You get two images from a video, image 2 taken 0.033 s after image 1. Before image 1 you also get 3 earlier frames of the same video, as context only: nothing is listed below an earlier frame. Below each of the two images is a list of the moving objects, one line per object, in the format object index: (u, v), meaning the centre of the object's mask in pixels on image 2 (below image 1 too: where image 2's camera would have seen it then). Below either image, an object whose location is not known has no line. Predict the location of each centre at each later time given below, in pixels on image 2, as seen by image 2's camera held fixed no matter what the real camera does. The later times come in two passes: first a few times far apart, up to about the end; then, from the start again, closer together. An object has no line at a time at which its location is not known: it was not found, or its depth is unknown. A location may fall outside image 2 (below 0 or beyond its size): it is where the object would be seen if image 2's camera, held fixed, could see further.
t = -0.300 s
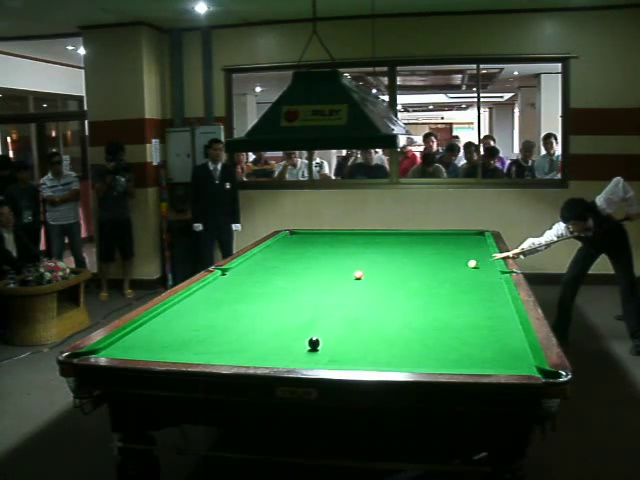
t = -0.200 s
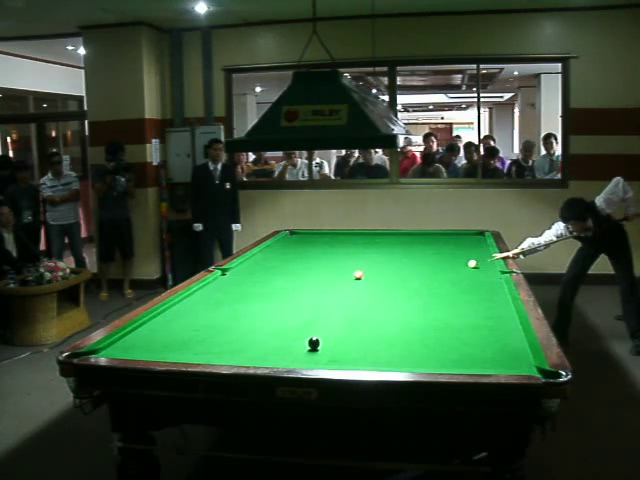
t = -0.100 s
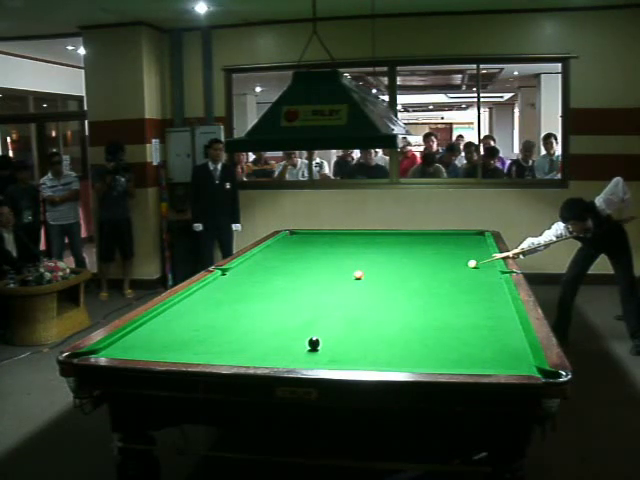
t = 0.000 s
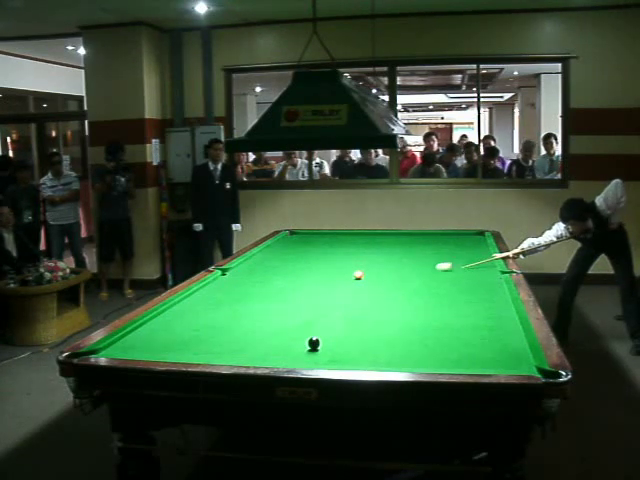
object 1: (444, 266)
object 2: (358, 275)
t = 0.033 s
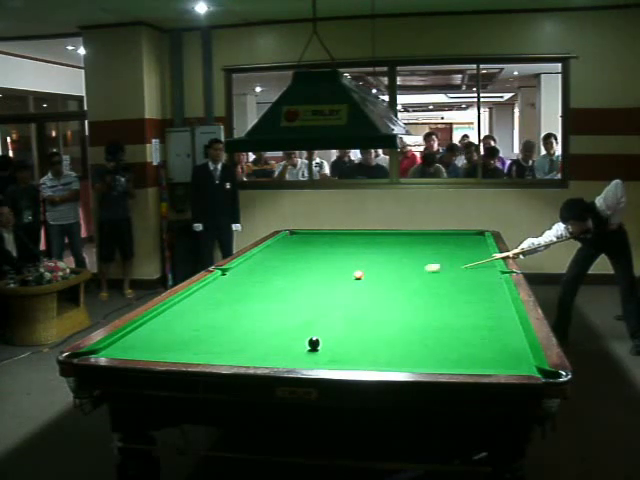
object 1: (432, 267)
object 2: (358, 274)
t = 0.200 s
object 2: (358, 275)
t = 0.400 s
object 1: (360, 279)
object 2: (324, 274)
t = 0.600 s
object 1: (351, 285)
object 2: (291, 273)
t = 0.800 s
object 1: (342, 291)
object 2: (260, 273)
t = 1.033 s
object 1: (331, 299)
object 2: (226, 272)
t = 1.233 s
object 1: (321, 307)
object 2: (232, 269)
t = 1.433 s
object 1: (310, 314)
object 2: (239, 267)
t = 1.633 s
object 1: (299, 321)
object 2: (245, 264)
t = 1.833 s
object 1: (288, 330)
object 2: (251, 262)
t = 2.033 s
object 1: (275, 338)
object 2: (257, 260)
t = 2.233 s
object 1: (263, 347)
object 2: (262, 258)
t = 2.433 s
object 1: (250, 355)
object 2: (266, 256)
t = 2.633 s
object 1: (243, 358)
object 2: (270, 255)
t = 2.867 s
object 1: (248, 354)
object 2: (275, 253)
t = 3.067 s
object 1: (252, 349)
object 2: (278, 252)
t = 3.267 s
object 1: (256, 345)
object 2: (281, 251)
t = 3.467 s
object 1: (259, 341)
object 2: (284, 250)
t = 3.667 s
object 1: (262, 337)
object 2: (286, 248)
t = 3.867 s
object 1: (265, 334)
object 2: (289, 248)
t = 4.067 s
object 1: (268, 331)
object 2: (291, 247)
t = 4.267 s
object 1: (270, 329)
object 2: (293, 246)
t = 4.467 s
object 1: (272, 327)
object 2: (294, 246)
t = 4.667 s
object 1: (275, 326)
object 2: (295, 245)
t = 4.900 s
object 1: (277, 324)
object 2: (296, 245)
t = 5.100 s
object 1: (278, 322)
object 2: (297, 244)
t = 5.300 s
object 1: (280, 321)
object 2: (297, 244)
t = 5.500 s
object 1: (280, 321)
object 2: (297, 244)
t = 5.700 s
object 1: (281, 321)
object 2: (297, 244)
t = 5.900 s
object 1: (281, 320)
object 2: (297, 244)
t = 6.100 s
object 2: (298, 243)
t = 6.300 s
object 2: (298, 243)
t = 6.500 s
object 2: (298, 243)
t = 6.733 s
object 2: (298, 243)
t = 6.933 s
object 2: (298, 243)
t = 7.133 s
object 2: (298, 243)
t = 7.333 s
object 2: (298, 243)
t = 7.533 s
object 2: (298, 243)
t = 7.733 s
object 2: (298, 243)
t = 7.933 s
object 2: (298, 243)
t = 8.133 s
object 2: (298, 243)
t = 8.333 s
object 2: (298, 243)
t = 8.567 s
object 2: (298, 243)
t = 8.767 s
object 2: (298, 243)
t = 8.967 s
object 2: (298, 243)
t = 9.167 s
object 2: (298, 243)
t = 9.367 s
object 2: (298, 243)
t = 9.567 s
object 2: (298, 243)
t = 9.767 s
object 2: (298, 243)
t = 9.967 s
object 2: (298, 243)
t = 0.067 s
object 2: (358, 274)
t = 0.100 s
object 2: (358, 275)
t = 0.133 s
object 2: (358, 275)
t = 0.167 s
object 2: (358, 274)
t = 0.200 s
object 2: (358, 275)
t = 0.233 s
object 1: (370, 274)
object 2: (358, 275)
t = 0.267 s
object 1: (364, 275)
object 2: (353, 274)
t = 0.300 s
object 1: (363, 276)
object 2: (345, 274)
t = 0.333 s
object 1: (362, 277)
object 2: (337, 274)
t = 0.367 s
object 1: (361, 278)
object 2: (330, 274)
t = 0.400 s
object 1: (360, 279)
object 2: (324, 274)
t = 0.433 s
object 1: (358, 280)
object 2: (318, 274)
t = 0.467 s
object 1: (357, 281)
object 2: (312, 274)
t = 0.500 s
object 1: (355, 282)
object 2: (307, 274)
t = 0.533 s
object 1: (354, 283)
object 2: (302, 274)
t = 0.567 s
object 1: (352, 284)
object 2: (296, 274)
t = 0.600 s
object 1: (351, 285)
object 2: (291, 273)
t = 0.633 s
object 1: (350, 286)
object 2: (286, 273)
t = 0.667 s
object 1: (348, 287)
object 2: (281, 273)
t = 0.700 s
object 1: (347, 288)
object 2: (275, 273)
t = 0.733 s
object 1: (345, 289)
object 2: (270, 273)
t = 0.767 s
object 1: (344, 290)
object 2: (265, 273)
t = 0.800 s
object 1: (342, 291)
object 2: (260, 273)
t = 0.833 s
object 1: (341, 292)
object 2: (255, 273)
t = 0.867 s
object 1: (339, 293)
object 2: (250, 273)
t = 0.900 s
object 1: (337, 295)
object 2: (245, 273)
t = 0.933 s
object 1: (336, 295)
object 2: (240, 272)
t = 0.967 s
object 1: (335, 297)
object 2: (235, 272)
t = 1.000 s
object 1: (333, 298)
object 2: (230, 272)
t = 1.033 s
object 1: (331, 299)
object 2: (226, 272)
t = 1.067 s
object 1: (329, 300)
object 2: (225, 272)
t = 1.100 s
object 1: (328, 302)
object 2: (226, 271)
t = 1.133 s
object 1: (326, 303)
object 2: (228, 271)
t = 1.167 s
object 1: (325, 304)
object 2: (229, 270)
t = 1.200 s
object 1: (323, 305)
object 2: (230, 270)
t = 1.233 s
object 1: (321, 307)
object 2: (232, 269)
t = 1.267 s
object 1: (319, 308)
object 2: (233, 269)
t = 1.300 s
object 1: (317, 309)
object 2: (235, 268)
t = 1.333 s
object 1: (315, 310)
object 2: (235, 268)
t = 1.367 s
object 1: (313, 311)
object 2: (237, 267)
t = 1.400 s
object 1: (312, 312)
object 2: (238, 267)
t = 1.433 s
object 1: (310, 314)
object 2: (239, 267)
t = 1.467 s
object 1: (308, 315)
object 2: (240, 266)
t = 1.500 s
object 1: (306, 316)
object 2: (241, 266)
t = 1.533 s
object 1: (305, 318)
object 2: (242, 265)
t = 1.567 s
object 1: (303, 319)
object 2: (243, 265)
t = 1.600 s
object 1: (301, 320)
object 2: (244, 265)
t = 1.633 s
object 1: (299, 321)
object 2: (245, 264)
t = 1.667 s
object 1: (297, 323)
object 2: (246, 264)
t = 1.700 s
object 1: (295, 324)
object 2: (247, 263)
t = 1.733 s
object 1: (294, 326)
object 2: (248, 263)
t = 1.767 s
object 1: (292, 327)
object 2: (249, 263)
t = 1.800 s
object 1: (289, 328)
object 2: (250, 262)
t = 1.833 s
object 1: (288, 330)
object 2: (251, 262)
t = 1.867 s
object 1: (286, 331)
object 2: (252, 262)
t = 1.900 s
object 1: (283, 333)
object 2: (253, 261)
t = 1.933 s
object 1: (281, 334)
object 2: (254, 261)
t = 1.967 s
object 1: (280, 335)
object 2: (255, 261)
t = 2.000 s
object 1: (277, 337)
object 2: (256, 260)
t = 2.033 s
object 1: (275, 338)
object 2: (257, 260)
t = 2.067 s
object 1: (273, 340)
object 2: (258, 260)
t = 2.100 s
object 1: (271, 341)
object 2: (259, 259)
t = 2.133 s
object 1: (269, 343)
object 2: (259, 259)
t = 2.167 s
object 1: (267, 344)
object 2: (261, 259)
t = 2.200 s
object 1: (265, 346)
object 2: (261, 259)
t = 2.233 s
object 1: (263, 347)
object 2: (262, 258)
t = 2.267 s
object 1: (261, 349)
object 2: (263, 258)
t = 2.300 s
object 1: (259, 350)
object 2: (263, 257)
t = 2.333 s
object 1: (257, 351)
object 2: (264, 257)
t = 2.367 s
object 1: (254, 353)
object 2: (265, 257)
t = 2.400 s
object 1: (252, 354)
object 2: (266, 257)
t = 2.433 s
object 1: (250, 355)
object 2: (266, 256)
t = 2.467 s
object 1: (248, 356)
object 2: (267, 256)
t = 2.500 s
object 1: (246, 357)
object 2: (268, 256)
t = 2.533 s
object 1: (244, 357)
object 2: (268, 256)
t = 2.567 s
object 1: (241, 358)
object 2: (269, 255)
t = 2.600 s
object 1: (243, 358)
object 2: (270, 255)
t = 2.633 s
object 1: (243, 358)
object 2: (270, 255)
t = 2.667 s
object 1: (244, 357)
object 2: (271, 254)
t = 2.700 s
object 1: (245, 357)
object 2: (272, 254)
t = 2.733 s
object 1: (245, 356)
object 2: (272, 254)
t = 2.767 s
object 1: (246, 356)
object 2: (273, 254)
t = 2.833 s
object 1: (247, 354)
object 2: (274, 253)
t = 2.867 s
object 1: (248, 354)
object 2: (275, 253)
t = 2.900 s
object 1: (249, 353)
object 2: (275, 253)
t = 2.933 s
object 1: (250, 352)
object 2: (276, 253)
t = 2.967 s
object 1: (250, 351)
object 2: (276, 252)
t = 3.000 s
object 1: (251, 350)
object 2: (277, 252)
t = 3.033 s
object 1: (251, 350)
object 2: (277, 252)
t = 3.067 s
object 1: (252, 349)
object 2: (278, 252)
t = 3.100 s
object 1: (253, 348)
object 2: (279, 252)
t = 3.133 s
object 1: (254, 348)
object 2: (279, 251)
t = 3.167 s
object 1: (254, 347)
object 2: (279, 251)
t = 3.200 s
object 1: (255, 346)
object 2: (280, 251)
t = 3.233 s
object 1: (256, 345)
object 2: (281, 251)
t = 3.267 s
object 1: (256, 345)
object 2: (281, 251)
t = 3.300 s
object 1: (257, 344)
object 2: (282, 251)
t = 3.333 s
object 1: (257, 344)
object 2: (282, 250)
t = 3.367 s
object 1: (258, 343)
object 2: (283, 250)
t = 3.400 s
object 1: (258, 342)
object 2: (283, 250)
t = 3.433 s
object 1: (259, 341)
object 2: (284, 250)
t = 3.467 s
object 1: (259, 341)
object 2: (284, 250)
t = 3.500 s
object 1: (260, 340)
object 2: (284, 249)
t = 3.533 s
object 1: (260, 339)
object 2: (285, 249)
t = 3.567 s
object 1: (261, 339)
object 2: (285, 249)
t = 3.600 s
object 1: (261, 338)
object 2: (286, 249)
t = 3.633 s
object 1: (262, 338)
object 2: (286, 249)
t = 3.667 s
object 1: (262, 337)
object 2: (286, 248)
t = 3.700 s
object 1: (263, 337)
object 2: (287, 248)
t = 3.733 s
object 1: (263, 336)
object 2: (287, 248)
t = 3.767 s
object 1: (264, 336)
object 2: (288, 248)
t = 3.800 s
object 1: (264, 335)
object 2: (288, 248)
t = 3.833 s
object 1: (265, 335)
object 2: (288, 248)
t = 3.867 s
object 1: (265, 334)
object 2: (289, 248)
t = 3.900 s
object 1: (265, 334)
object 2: (289, 248)
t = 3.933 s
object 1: (266, 333)
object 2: (290, 247)
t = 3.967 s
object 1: (266, 333)
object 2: (290, 247)
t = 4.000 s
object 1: (267, 332)
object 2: (290, 247)
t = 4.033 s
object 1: (267, 332)
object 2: (290, 247)
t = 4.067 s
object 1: (268, 331)
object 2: (291, 247)
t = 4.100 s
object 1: (268, 331)
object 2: (291, 247)
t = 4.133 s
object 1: (269, 331)
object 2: (291, 247)
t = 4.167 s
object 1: (269, 330)
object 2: (292, 246)
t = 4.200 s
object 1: (270, 330)
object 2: (292, 246)
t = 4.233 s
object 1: (270, 329)
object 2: (292, 246)
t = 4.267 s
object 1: (270, 329)
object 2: (293, 246)
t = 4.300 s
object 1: (271, 329)
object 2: (293, 246)
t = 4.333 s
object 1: (271, 329)
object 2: (293, 246)
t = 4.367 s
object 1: (271, 328)
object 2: (293, 246)
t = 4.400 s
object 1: (272, 328)
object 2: (294, 246)
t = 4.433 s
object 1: (272, 328)
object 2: (294, 246)
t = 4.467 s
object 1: (272, 327)
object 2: (294, 246)
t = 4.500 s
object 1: (273, 327)
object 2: (294, 245)
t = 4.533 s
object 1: (273, 327)
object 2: (295, 245)
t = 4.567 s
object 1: (274, 326)
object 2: (295, 245)
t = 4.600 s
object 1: (274, 326)
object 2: (295, 245)
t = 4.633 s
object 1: (274, 326)
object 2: (295, 245)
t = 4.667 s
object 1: (275, 326)
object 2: (295, 245)
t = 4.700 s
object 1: (275, 325)
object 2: (295, 245)
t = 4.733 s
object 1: (275, 325)
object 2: (296, 245)
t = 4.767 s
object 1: (276, 325)
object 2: (296, 245)
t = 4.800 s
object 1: (276, 325)
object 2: (296, 245)
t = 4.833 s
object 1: (276, 324)
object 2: (296, 245)
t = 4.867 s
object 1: (276, 324)
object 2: (296, 245)
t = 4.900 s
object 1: (277, 324)
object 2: (296, 245)
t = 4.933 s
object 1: (277, 324)
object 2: (296, 245)
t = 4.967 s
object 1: (277, 323)
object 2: (296, 244)
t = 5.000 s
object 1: (277, 323)
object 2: (296, 244)
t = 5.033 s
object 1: (278, 323)
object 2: (297, 244)
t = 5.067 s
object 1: (278, 323)
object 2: (297, 244)
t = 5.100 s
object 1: (278, 322)
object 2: (297, 244)
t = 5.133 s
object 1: (279, 322)
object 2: (297, 244)
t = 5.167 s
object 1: (279, 322)
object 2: (297, 244)
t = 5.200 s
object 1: (279, 322)
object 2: (297, 244)
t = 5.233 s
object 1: (279, 322)
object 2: (297, 244)
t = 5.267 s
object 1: (279, 322)
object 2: (297, 244)
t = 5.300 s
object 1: (280, 321)
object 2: (297, 244)
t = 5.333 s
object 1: (280, 321)
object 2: (297, 244)
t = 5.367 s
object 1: (280, 321)
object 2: (297, 244)
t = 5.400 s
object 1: (280, 321)
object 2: (297, 244)
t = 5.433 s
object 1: (280, 321)
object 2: (297, 244)
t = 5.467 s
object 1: (280, 321)
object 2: (297, 244)
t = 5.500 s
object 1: (280, 321)
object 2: (297, 244)
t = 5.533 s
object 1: (281, 321)
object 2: (297, 244)
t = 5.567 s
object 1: (281, 321)
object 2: (297, 244)
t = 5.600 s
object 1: (281, 321)
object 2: (297, 244)
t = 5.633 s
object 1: (281, 321)
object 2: (297, 244)
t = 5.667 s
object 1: (281, 321)
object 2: (297, 244)
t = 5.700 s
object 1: (281, 321)
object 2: (297, 244)
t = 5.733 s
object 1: (281, 321)
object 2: (297, 244)
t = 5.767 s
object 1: (281, 320)
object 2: (297, 244)
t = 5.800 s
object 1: (281, 320)
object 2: (297, 244)
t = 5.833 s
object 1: (281, 320)
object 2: (297, 244)
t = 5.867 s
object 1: (281, 320)
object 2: (297, 244)
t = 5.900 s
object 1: (281, 320)
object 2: (297, 244)
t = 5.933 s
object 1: (281, 320)
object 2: (298, 243)
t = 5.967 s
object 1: (281, 320)
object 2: (298, 243)
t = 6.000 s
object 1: (281, 320)
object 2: (298, 243)
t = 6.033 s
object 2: (298, 243)
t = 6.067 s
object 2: (298, 243)
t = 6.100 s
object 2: (298, 243)
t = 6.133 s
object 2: (298, 243)
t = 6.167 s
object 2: (298, 243)
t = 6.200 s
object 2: (298, 243)
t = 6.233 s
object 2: (298, 243)
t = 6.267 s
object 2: (298, 243)
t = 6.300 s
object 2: (298, 243)
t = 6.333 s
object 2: (298, 243)
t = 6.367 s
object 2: (298, 243)
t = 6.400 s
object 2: (298, 243)
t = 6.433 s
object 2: (298, 243)
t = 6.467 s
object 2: (298, 243)
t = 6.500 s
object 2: (298, 243)
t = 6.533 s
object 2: (298, 243)
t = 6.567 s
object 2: (298, 243)
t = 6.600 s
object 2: (298, 243)
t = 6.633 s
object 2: (298, 243)
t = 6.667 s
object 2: (298, 243)
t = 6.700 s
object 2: (298, 243)
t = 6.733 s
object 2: (298, 243)
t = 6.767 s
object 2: (298, 243)
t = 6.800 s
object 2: (298, 243)
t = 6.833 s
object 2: (298, 243)
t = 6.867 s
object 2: (298, 243)
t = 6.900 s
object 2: (298, 243)
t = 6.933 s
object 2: (298, 243)
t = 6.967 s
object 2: (298, 243)
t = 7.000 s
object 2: (298, 243)
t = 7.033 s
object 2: (298, 243)
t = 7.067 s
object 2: (298, 243)
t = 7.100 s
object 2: (298, 243)
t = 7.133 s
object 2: (298, 243)
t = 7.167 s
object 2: (298, 243)
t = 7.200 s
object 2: (298, 243)
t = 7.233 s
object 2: (298, 243)
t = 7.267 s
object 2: (298, 243)
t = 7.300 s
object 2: (298, 243)
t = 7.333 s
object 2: (298, 243)
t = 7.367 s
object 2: (298, 243)
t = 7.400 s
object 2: (298, 243)
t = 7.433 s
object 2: (298, 243)
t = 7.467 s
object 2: (298, 243)
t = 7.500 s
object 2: (298, 243)
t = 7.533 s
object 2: (298, 243)
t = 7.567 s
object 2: (298, 243)
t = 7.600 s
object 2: (298, 243)
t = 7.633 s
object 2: (298, 243)
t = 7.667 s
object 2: (298, 243)
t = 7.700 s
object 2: (298, 243)
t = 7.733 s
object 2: (298, 243)
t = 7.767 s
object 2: (298, 243)
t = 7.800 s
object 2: (298, 243)
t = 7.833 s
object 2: (298, 243)
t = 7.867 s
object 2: (298, 243)
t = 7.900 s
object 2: (298, 243)
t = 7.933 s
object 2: (298, 243)
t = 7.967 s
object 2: (298, 243)
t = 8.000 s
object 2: (298, 243)
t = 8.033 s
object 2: (298, 243)
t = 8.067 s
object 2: (298, 243)
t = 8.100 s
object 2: (298, 243)
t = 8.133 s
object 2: (298, 243)
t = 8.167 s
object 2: (298, 243)
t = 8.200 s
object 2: (298, 243)
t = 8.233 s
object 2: (298, 243)
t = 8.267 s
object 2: (298, 243)
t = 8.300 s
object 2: (298, 243)
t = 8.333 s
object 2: (298, 243)
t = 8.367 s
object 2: (298, 243)
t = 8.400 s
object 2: (298, 243)
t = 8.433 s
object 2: (298, 243)
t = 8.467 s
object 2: (298, 243)
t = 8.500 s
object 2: (298, 243)
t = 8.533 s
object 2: (298, 243)
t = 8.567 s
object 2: (298, 243)
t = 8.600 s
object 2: (298, 243)
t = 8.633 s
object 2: (298, 243)
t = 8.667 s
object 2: (298, 243)
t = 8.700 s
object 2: (298, 243)
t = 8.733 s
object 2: (298, 243)
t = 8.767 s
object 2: (298, 243)
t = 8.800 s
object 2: (298, 243)
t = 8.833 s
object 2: (298, 243)
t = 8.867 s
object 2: (298, 243)
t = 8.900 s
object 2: (298, 243)
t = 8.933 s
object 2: (298, 243)
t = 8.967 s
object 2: (298, 243)
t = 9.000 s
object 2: (298, 243)
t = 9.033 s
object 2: (298, 243)
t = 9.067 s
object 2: (298, 243)
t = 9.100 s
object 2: (298, 243)
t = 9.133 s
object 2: (298, 243)
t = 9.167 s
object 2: (298, 243)
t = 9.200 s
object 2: (298, 243)
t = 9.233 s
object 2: (298, 243)
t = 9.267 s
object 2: (298, 243)
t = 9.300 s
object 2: (298, 243)
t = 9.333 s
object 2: (298, 243)
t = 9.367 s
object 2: (298, 243)
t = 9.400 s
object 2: (298, 243)
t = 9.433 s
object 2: (298, 243)
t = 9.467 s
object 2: (298, 243)
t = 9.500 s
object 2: (298, 243)
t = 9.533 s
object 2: (298, 243)
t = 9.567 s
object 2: (298, 243)
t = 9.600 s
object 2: (298, 243)
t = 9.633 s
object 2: (298, 243)
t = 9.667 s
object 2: (298, 243)
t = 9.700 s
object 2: (298, 243)
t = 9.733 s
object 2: (298, 243)
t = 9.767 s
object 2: (298, 243)
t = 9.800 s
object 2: (298, 243)
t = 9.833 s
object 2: (298, 243)
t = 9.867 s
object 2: (298, 243)
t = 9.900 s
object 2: (298, 243)
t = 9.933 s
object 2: (298, 243)
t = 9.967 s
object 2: (298, 243)
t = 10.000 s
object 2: (298, 243)
